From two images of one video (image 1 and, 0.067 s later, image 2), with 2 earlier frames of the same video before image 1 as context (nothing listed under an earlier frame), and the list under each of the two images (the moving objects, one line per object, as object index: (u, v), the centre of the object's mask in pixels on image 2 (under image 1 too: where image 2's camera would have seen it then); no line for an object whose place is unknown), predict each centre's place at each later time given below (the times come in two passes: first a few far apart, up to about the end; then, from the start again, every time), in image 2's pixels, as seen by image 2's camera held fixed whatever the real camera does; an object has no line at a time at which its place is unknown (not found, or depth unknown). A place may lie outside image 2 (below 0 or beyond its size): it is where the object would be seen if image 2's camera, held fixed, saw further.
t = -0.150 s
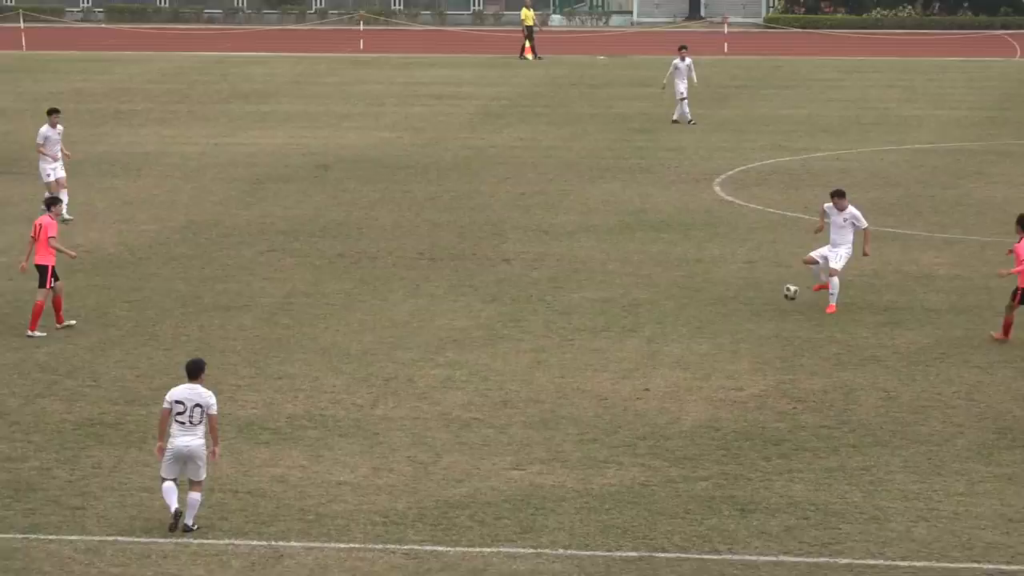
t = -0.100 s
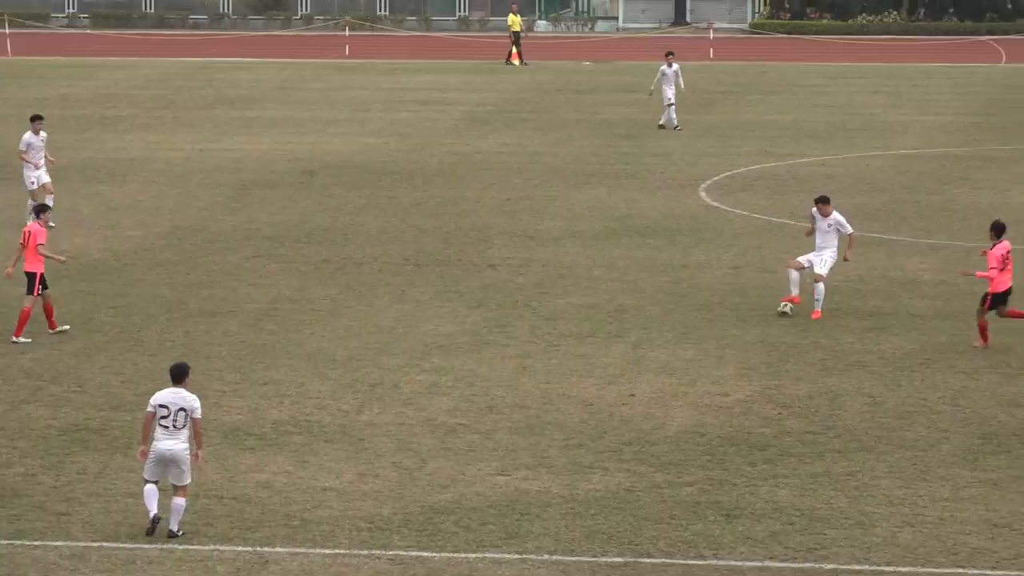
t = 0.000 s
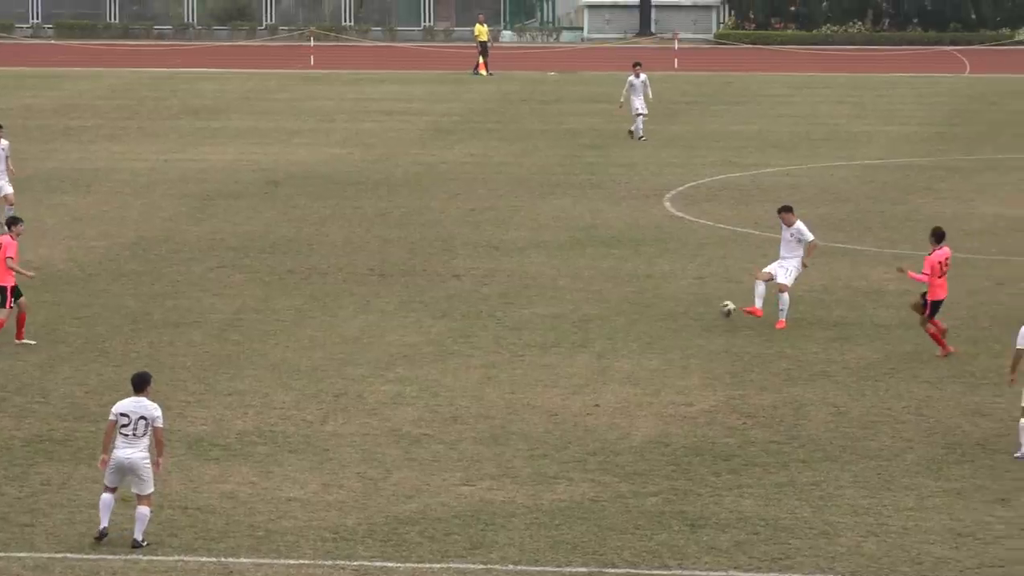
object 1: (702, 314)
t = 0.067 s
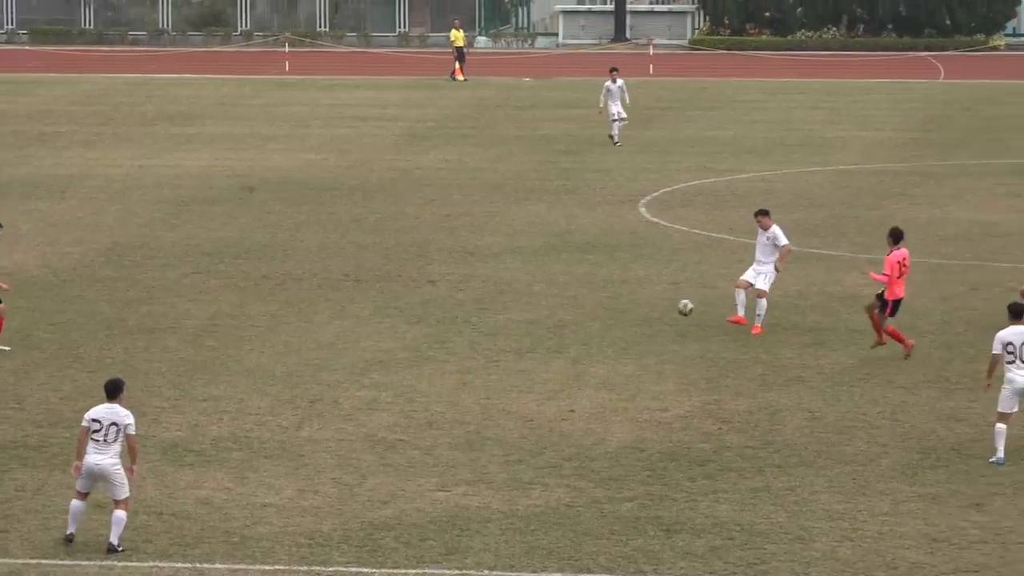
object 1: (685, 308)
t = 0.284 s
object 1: (629, 312)
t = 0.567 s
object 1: (556, 365)
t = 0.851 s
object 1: (477, 363)
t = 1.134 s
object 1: (396, 390)
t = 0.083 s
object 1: (681, 306)
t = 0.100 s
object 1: (677, 305)
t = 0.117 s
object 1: (673, 304)
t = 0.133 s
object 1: (668, 304)
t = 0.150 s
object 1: (664, 304)
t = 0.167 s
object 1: (659, 304)
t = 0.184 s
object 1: (656, 305)
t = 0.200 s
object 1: (651, 305)
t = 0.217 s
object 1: (648, 307)
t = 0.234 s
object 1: (642, 308)
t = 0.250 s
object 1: (639, 309)
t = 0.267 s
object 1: (634, 311)
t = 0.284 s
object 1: (629, 312)
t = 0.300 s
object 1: (626, 314)
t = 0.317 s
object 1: (621, 316)
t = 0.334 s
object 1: (616, 318)
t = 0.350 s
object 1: (612, 321)
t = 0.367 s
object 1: (608, 323)
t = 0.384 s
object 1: (603, 327)
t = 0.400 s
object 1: (600, 330)
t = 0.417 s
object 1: (594, 333)
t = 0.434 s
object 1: (590, 337)
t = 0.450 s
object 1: (586, 340)
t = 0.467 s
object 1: (581, 344)
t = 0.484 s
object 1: (577, 349)
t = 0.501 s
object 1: (574, 354)
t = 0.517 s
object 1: (569, 359)
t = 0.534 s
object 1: (563, 364)
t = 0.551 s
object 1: (559, 366)
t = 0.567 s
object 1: (556, 365)
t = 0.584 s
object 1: (550, 363)
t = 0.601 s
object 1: (546, 361)
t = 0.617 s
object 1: (542, 359)
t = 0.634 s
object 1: (537, 358)
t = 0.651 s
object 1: (532, 358)
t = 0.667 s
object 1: (528, 356)
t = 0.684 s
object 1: (523, 356)
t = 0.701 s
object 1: (518, 356)
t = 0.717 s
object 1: (514, 356)
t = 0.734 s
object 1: (509, 356)
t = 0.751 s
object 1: (504, 356)
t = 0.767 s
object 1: (500, 357)
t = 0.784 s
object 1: (495, 358)
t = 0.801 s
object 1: (490, 359)
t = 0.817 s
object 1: (486, 360)
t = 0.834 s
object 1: (481, 362)
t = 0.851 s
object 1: (477, 363)
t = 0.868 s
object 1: (472, 365)
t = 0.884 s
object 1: (468, 367)
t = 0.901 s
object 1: (463, 370)
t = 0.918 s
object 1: (458, 372)
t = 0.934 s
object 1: (453, 376)
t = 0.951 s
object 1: (449, 378)
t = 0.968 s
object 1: (444, 382)
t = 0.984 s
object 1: (439, 386)
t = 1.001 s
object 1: (435, 390)
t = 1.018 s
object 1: (430, 393)
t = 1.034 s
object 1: (425, 395)
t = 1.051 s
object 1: (420, 393)
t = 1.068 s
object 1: (416, 392)
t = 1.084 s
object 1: (411, 392)
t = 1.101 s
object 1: (406, 391)
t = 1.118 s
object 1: (401, 390)
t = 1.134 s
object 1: (396, 390)
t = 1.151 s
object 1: (391, 390)
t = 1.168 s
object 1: (386, 390)
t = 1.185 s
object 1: (382, 391)
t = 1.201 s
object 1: (377, 391)
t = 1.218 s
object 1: (371, 392)
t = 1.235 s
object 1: (367, 394)
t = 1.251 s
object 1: (362, 395)
